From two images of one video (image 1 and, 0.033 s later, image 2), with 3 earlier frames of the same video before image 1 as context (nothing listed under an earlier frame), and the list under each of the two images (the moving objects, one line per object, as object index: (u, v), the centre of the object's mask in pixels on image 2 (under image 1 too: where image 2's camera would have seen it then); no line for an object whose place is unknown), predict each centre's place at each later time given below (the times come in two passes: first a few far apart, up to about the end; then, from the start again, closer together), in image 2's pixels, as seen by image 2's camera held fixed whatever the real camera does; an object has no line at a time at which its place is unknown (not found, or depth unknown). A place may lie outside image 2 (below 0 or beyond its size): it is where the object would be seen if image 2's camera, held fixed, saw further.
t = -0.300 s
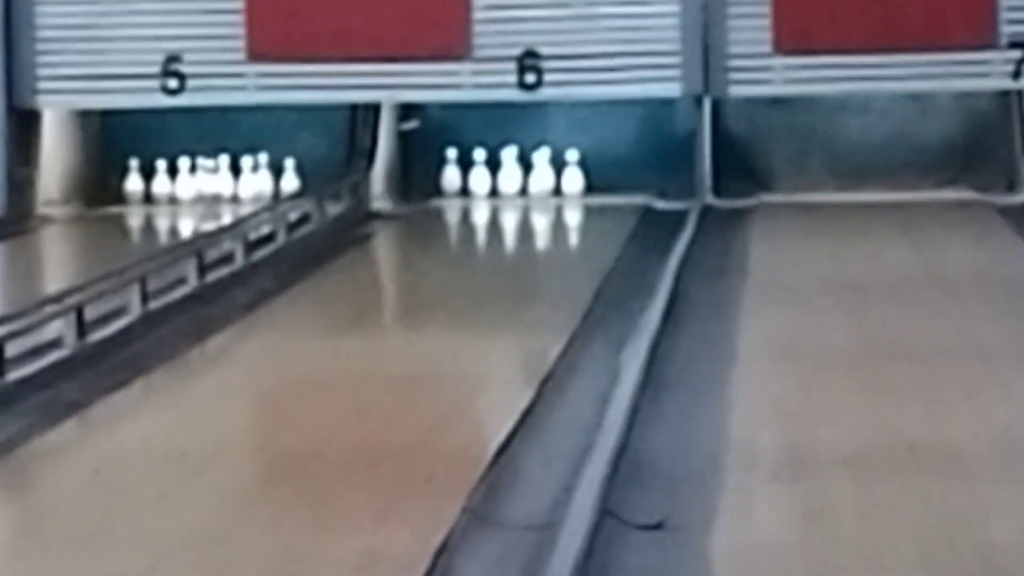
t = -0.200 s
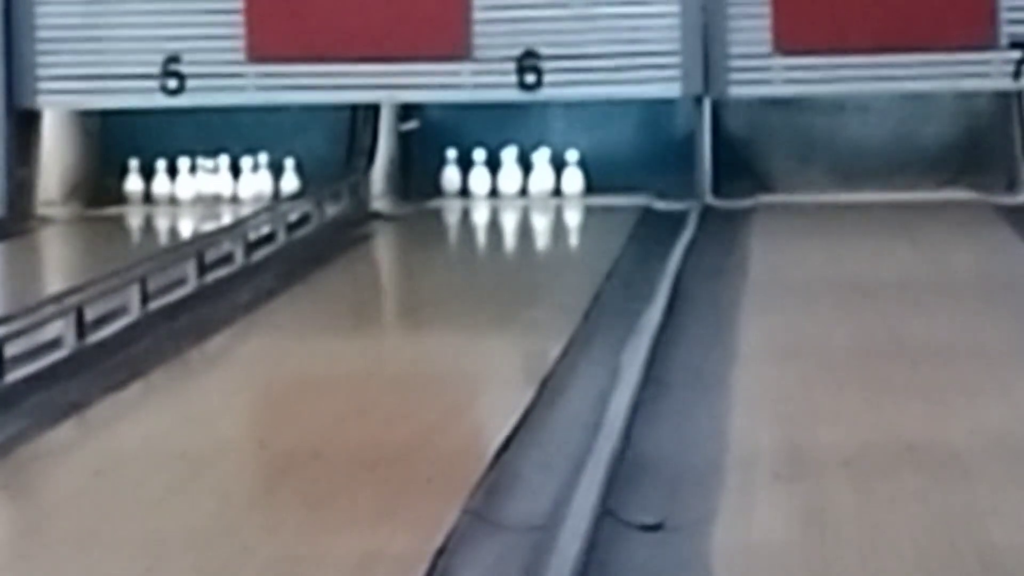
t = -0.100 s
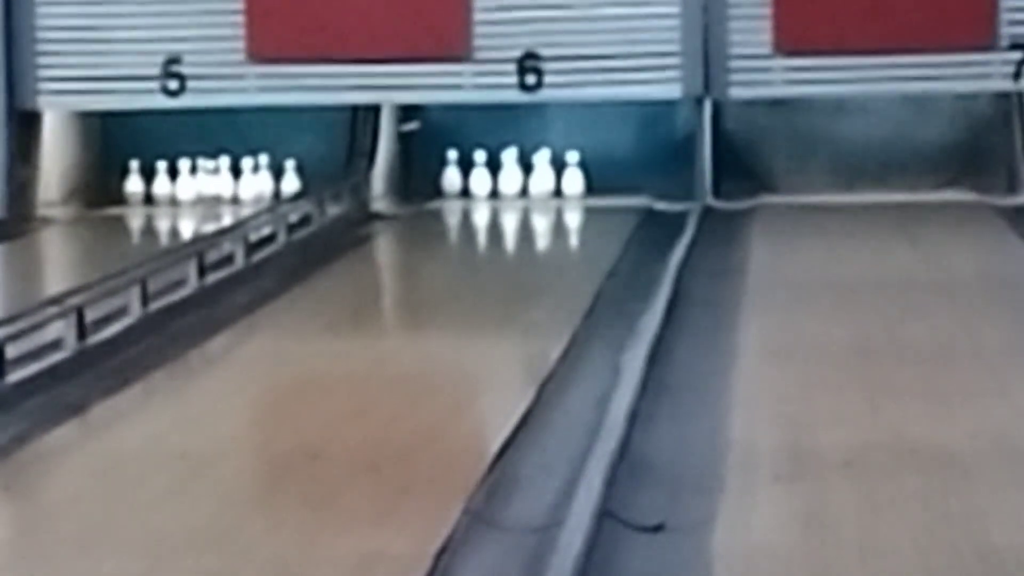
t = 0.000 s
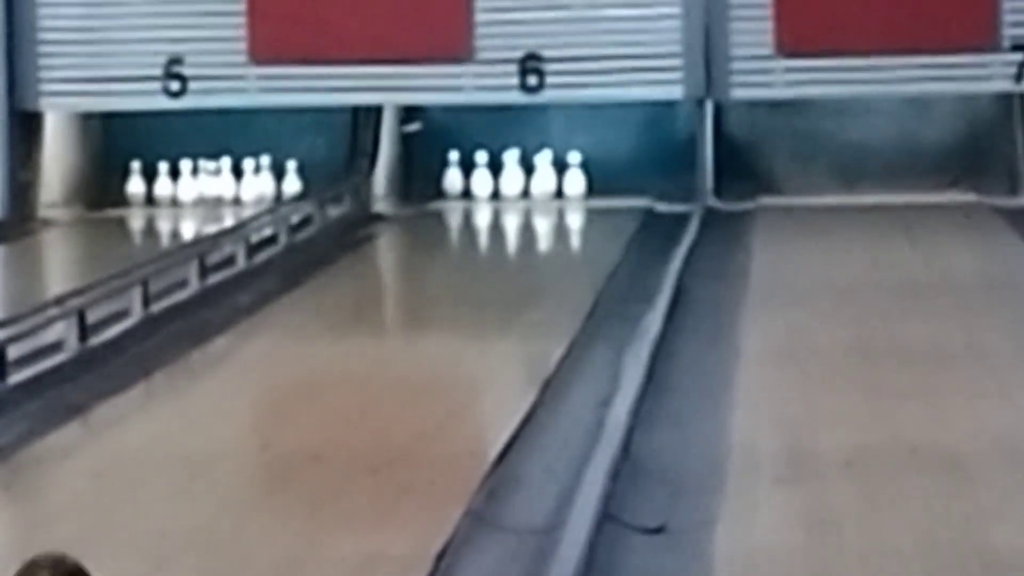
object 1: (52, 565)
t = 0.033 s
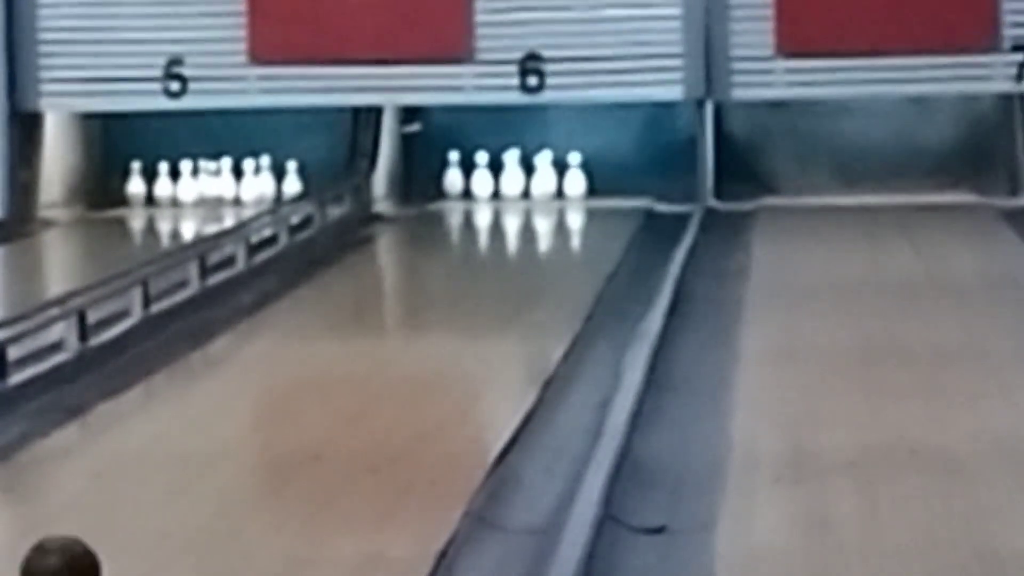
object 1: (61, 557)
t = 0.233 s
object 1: (99, 491)
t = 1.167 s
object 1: (178, 317)
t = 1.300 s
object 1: (212, 310)
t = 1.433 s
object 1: (247, 296)
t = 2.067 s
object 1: (334, 245)
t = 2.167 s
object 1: (346, 238)
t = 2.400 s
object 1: (385, 215)
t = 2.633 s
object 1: (402, 204)
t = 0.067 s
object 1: (70, 552)
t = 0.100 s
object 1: (76, 543)
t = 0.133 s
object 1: (81, 532)
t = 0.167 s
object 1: (88, 516)
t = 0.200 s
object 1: (94, 504)
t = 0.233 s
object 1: (99, 491)
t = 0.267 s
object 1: (103, 479)
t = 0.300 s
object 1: (109, 468)
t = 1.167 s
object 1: (178, 317)
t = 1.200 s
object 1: (187, 313)
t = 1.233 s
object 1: (193, 314)
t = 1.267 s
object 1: (202, 312)
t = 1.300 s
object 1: (212, 310)
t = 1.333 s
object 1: (221, 307)
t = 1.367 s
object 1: (229, 305)
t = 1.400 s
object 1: (239, 302)
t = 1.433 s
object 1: (247, 296)
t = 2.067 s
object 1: (334, 245)
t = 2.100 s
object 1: (335, 245)
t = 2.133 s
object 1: (345, 238)
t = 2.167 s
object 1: (346, 238)
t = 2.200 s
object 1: (355, 235)
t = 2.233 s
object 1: (361, 232)
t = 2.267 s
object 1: (367, 226)
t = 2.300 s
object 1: (371, 226)
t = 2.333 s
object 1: (376, 222)
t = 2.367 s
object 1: (381, 218)
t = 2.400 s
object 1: (385, 215)
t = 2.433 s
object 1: (390, 213)
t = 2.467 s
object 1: (393, 211)
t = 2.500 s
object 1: (396, 209)
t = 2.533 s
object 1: (398, 208)
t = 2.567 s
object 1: (398, 206)
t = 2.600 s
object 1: (399, 206)
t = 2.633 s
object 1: (402, 204)
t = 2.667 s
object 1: (402, 201)
